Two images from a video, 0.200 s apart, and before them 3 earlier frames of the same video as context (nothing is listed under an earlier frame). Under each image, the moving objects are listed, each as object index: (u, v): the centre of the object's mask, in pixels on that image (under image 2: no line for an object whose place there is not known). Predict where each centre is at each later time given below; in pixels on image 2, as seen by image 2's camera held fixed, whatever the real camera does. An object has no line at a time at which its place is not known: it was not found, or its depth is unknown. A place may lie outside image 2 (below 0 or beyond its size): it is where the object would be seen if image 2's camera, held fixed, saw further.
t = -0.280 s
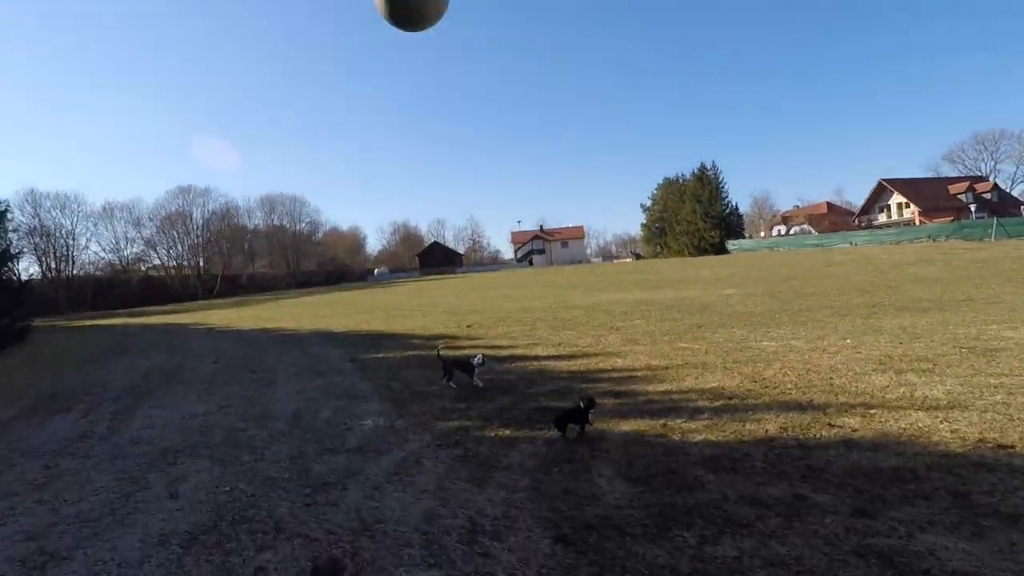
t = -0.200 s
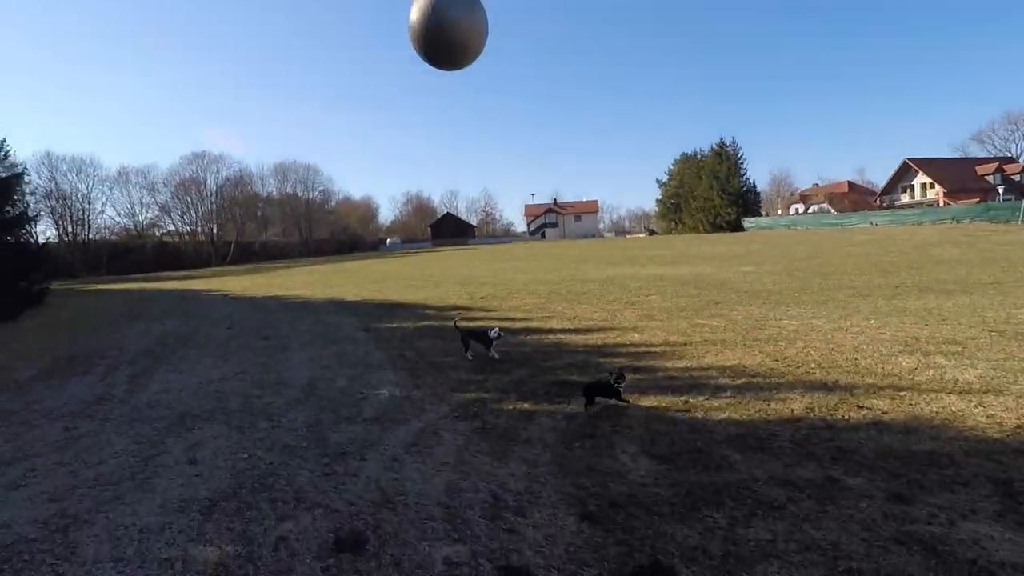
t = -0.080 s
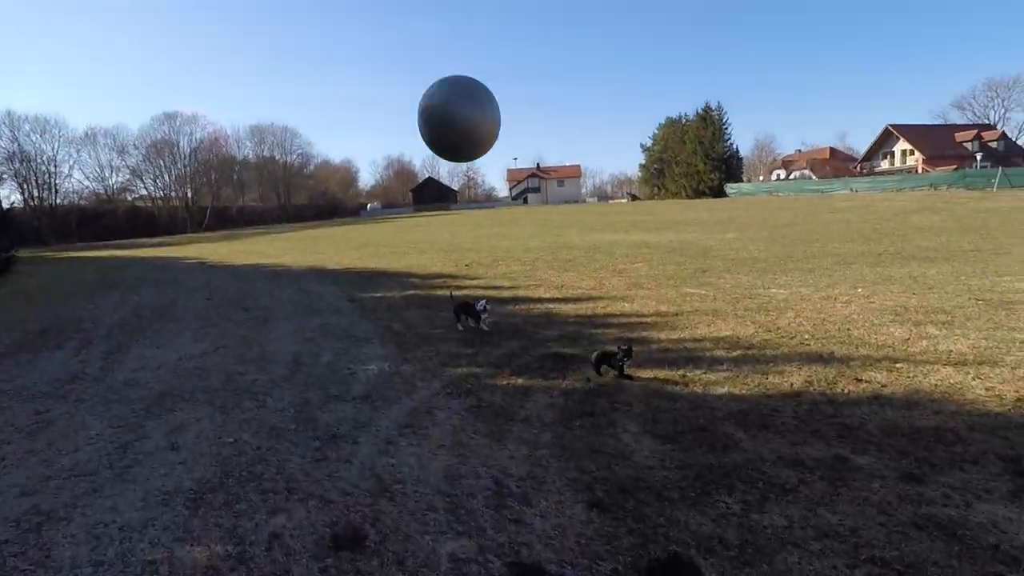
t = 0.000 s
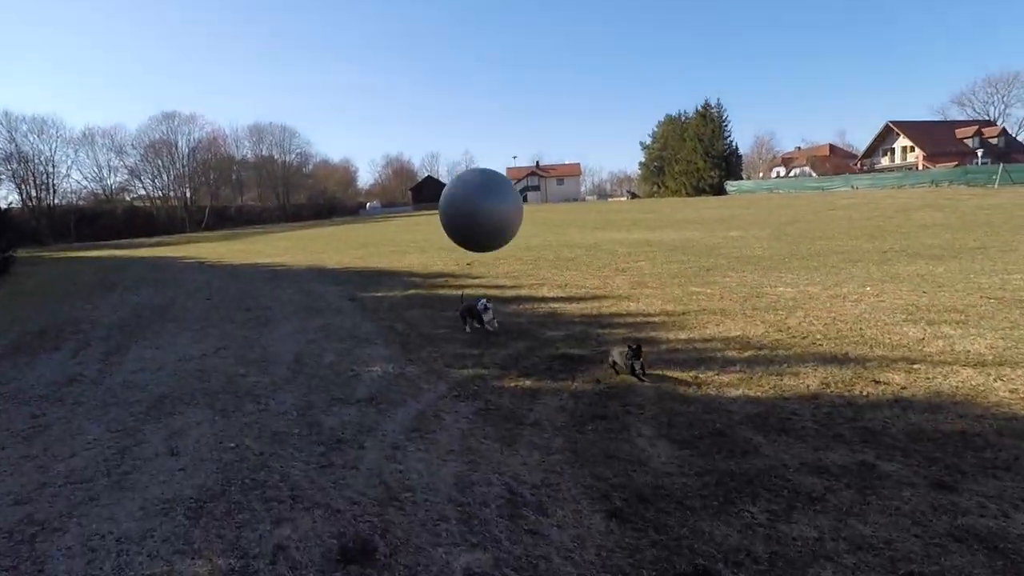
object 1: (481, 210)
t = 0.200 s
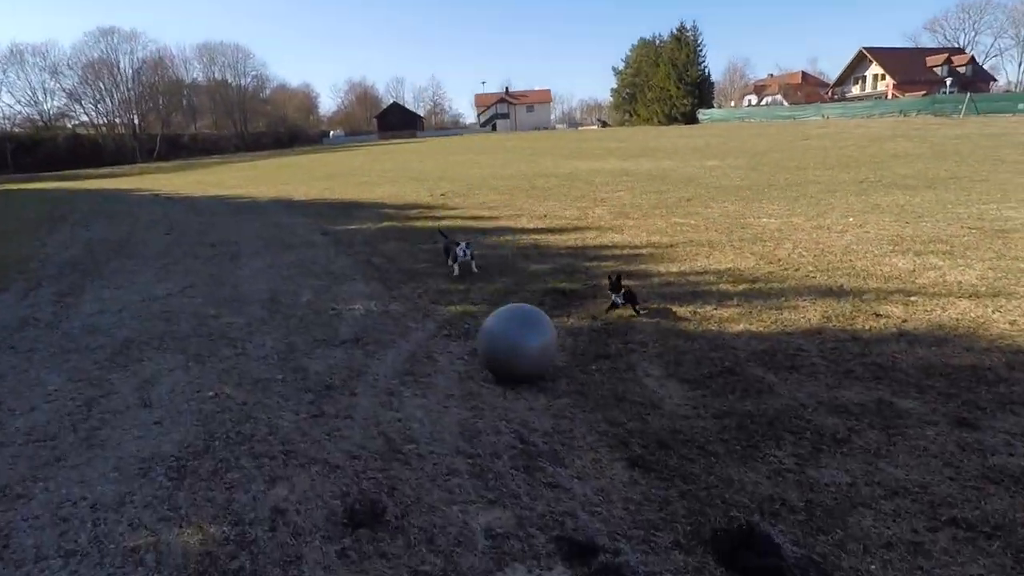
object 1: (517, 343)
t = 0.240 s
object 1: (517, 308)
